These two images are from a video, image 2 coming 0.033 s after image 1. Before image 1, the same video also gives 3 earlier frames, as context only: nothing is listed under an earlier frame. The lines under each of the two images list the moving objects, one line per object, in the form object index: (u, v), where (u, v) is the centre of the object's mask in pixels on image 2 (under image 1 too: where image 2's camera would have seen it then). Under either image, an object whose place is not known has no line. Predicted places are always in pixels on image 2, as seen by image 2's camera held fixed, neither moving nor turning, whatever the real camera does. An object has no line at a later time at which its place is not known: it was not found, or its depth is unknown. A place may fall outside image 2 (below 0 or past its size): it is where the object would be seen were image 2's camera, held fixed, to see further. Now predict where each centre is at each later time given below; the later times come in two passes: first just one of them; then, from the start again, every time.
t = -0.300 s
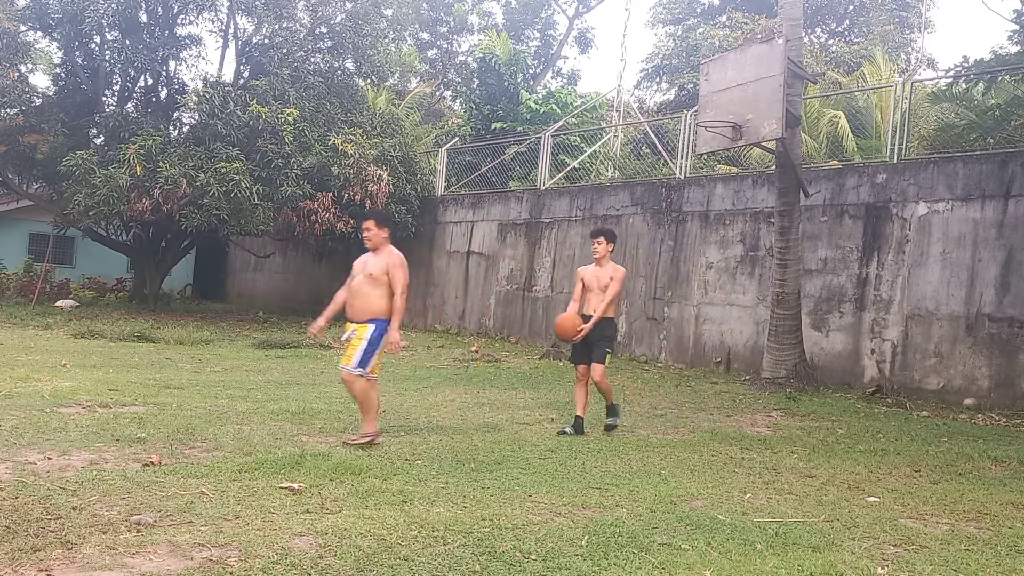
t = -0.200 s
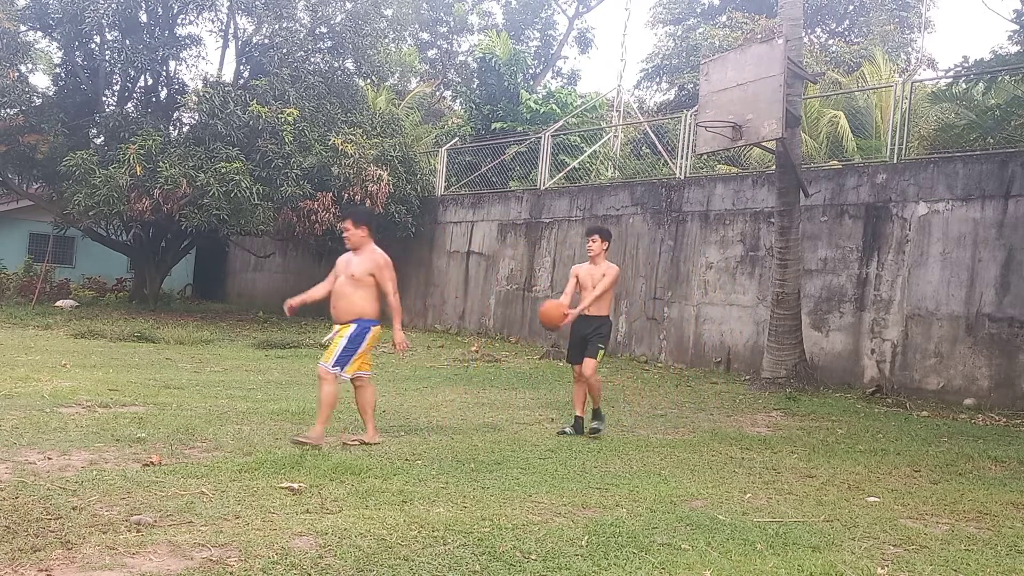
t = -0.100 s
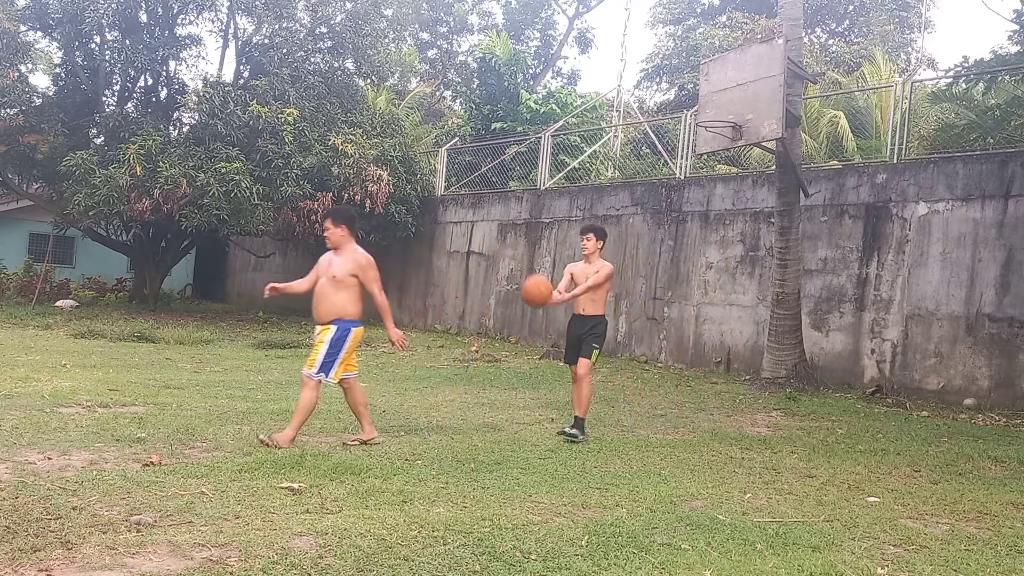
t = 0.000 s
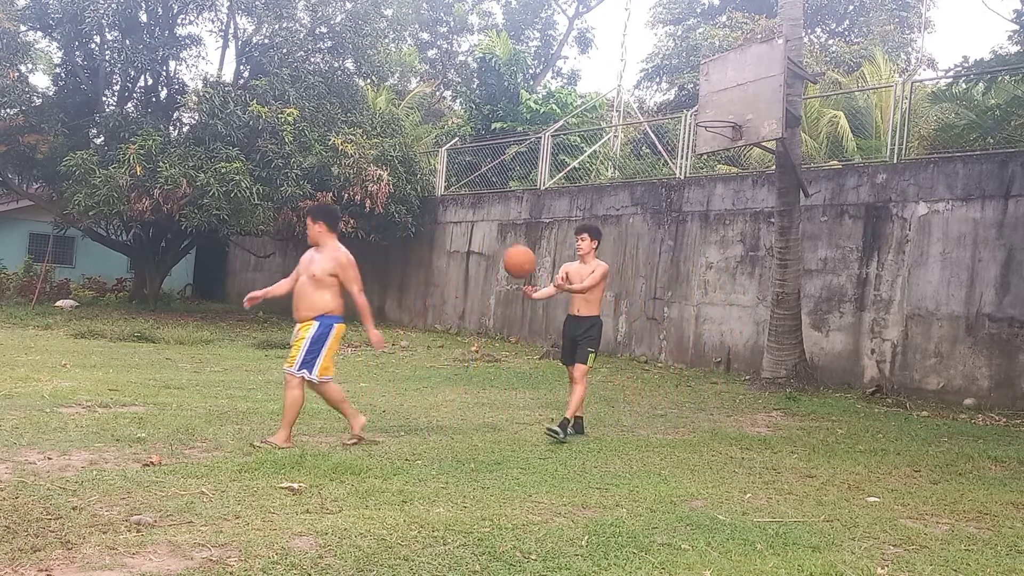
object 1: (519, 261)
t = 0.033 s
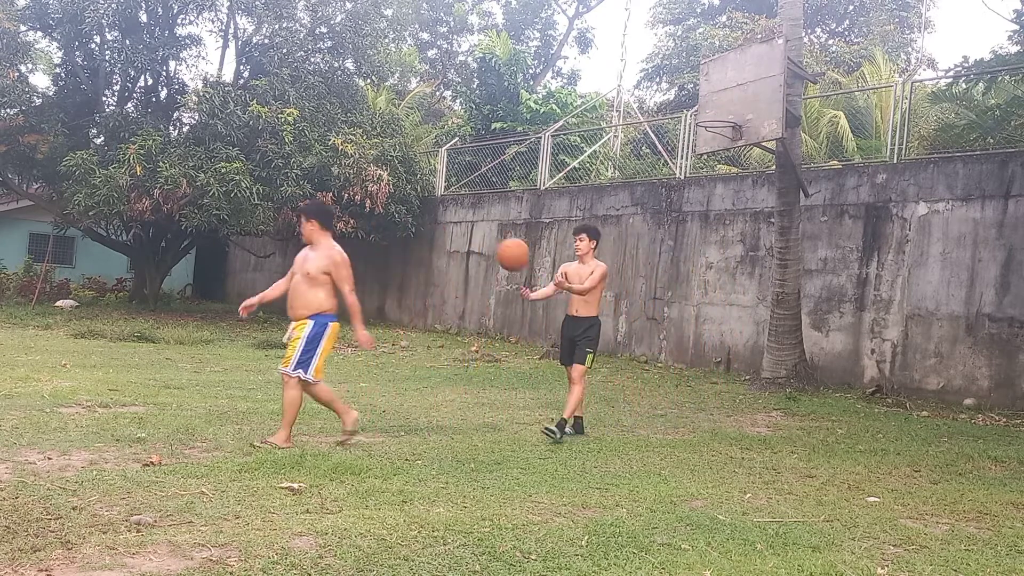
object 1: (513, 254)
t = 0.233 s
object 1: (472, 241)
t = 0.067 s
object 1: (508, 248)
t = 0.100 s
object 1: (500, 244)
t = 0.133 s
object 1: (494, 241)
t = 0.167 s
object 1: (486, 240)
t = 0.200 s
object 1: (479, 239)
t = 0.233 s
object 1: (472, 241)
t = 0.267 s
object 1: (463, 244)
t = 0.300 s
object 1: (455, 249)
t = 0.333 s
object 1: (447, 255)
